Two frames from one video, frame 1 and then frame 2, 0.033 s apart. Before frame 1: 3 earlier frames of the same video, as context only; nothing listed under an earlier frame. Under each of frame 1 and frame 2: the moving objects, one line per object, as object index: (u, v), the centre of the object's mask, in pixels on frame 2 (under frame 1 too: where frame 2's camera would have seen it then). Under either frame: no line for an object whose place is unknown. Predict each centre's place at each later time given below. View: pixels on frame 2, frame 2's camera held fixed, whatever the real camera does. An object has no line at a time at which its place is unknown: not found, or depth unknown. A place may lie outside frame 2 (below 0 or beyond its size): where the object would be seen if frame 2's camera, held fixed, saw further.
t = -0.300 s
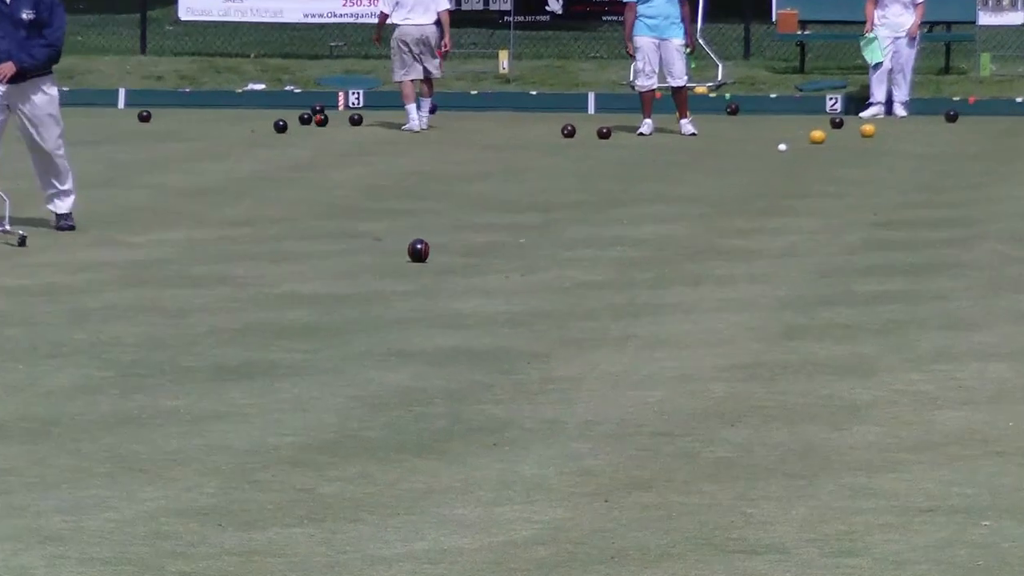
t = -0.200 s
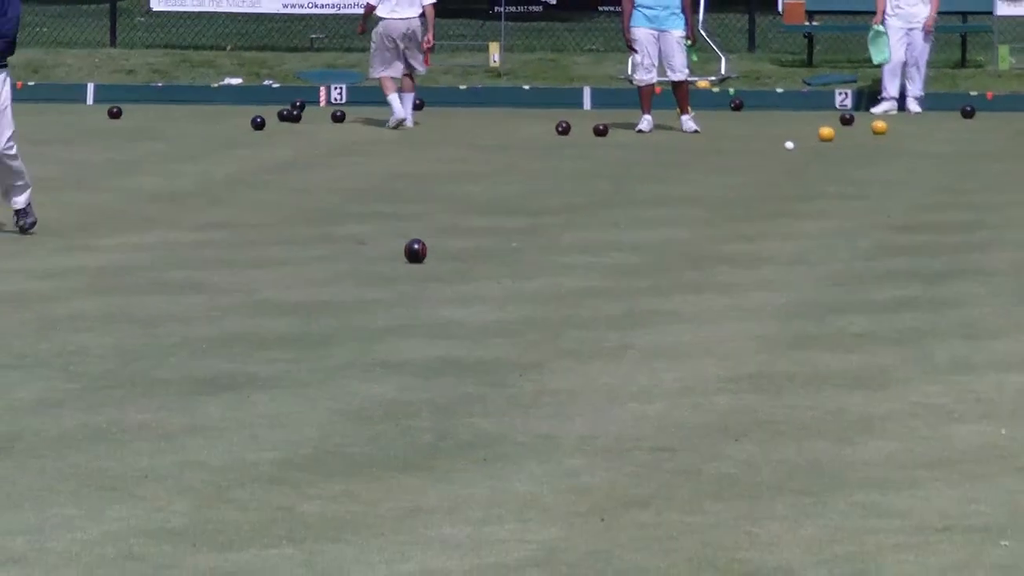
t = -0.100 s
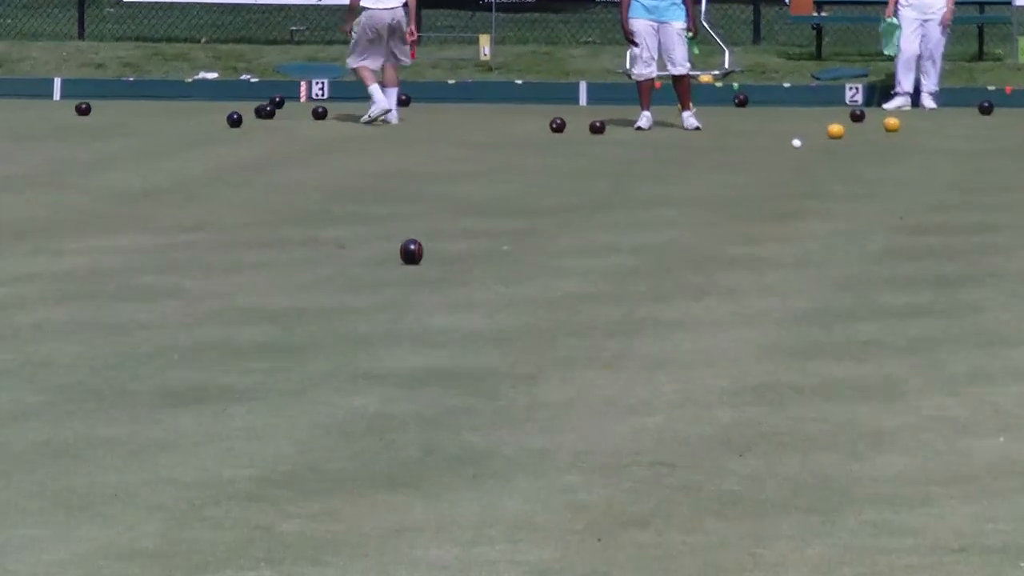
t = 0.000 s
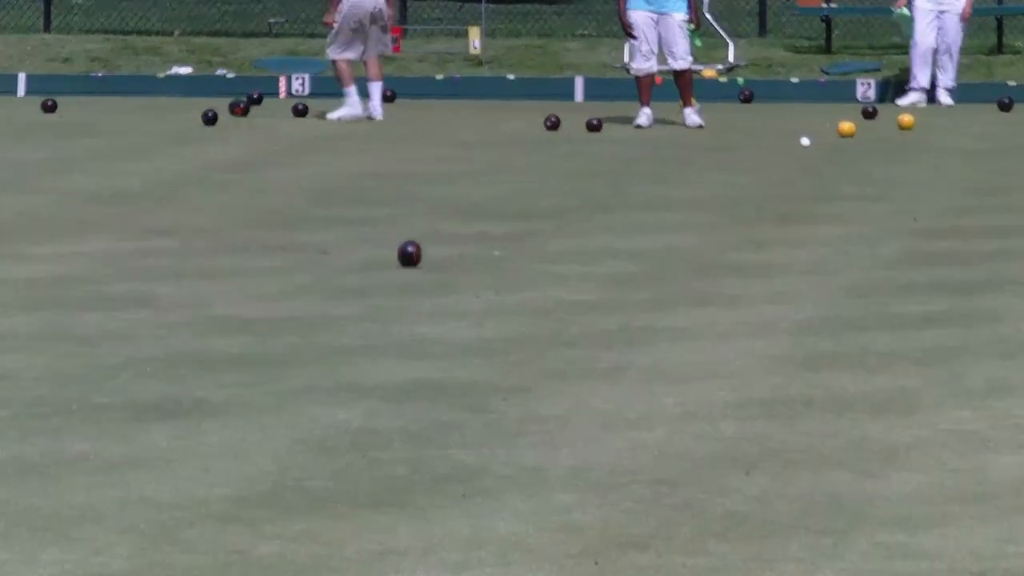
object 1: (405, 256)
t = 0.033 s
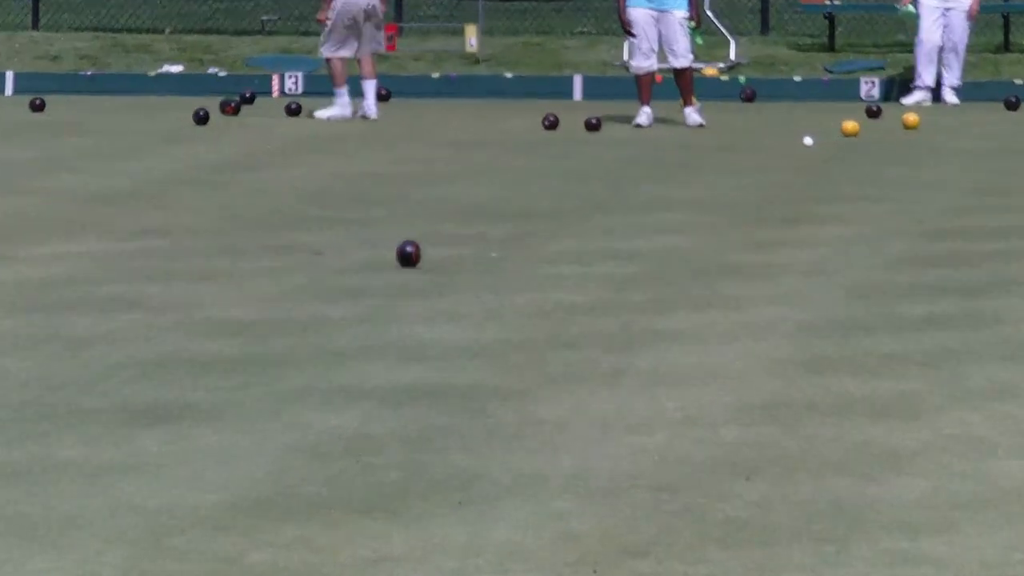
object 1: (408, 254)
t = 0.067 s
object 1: (412, 254)
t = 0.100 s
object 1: (414, 251)
